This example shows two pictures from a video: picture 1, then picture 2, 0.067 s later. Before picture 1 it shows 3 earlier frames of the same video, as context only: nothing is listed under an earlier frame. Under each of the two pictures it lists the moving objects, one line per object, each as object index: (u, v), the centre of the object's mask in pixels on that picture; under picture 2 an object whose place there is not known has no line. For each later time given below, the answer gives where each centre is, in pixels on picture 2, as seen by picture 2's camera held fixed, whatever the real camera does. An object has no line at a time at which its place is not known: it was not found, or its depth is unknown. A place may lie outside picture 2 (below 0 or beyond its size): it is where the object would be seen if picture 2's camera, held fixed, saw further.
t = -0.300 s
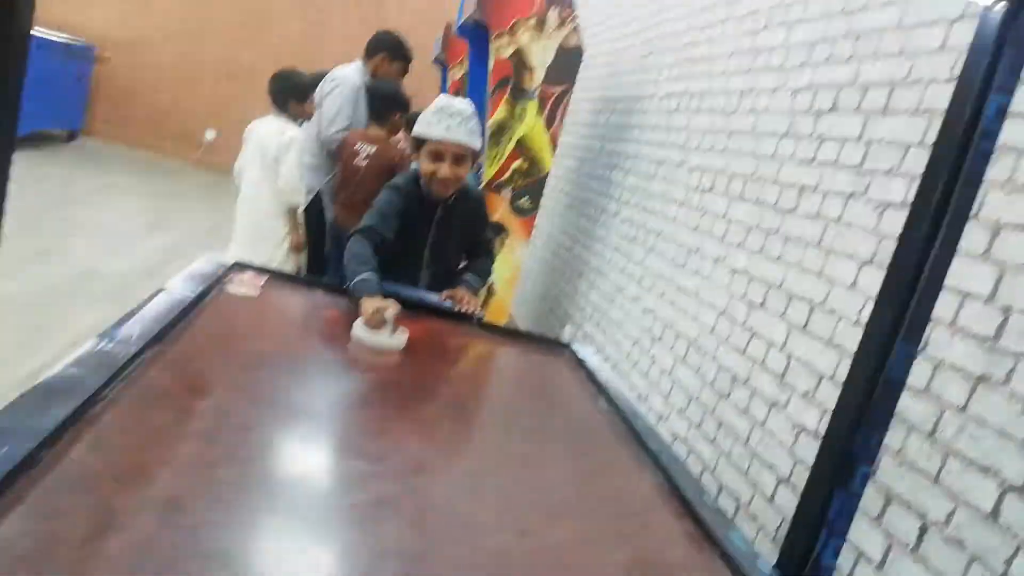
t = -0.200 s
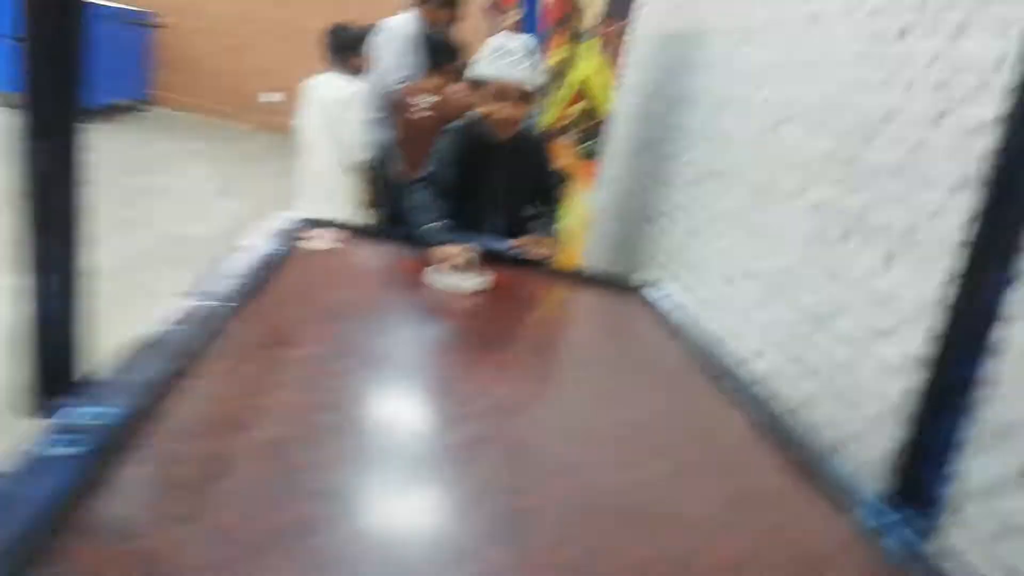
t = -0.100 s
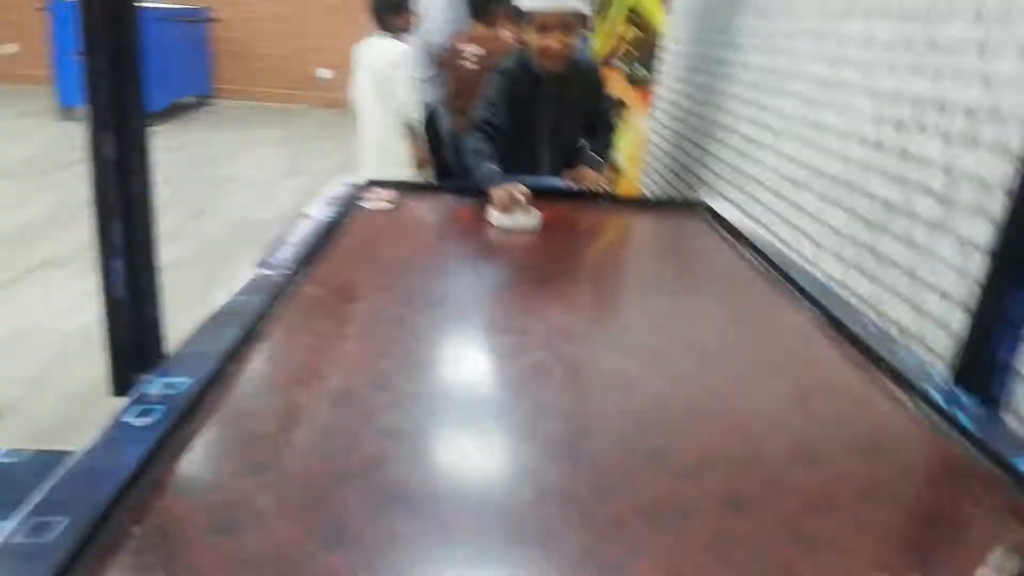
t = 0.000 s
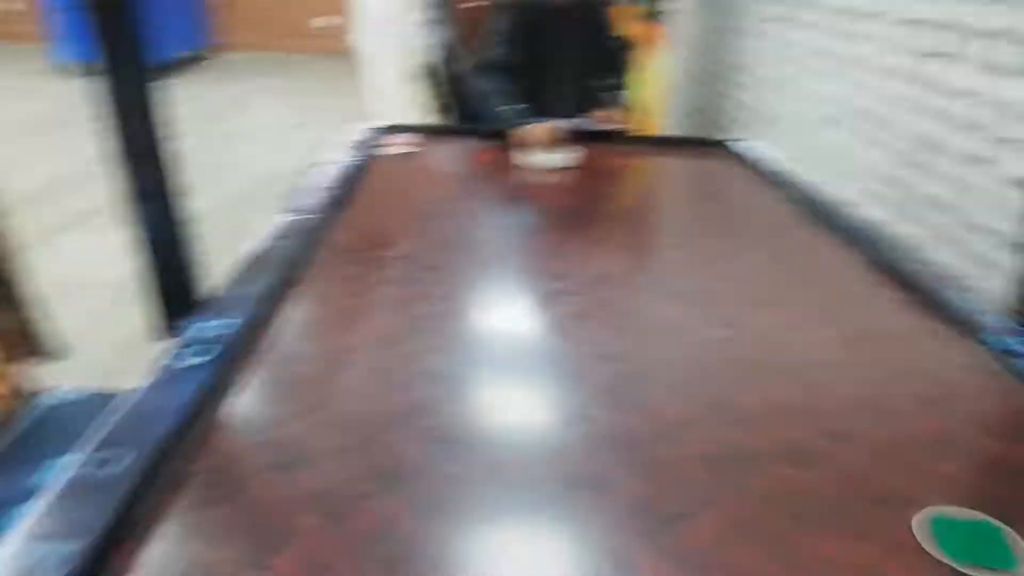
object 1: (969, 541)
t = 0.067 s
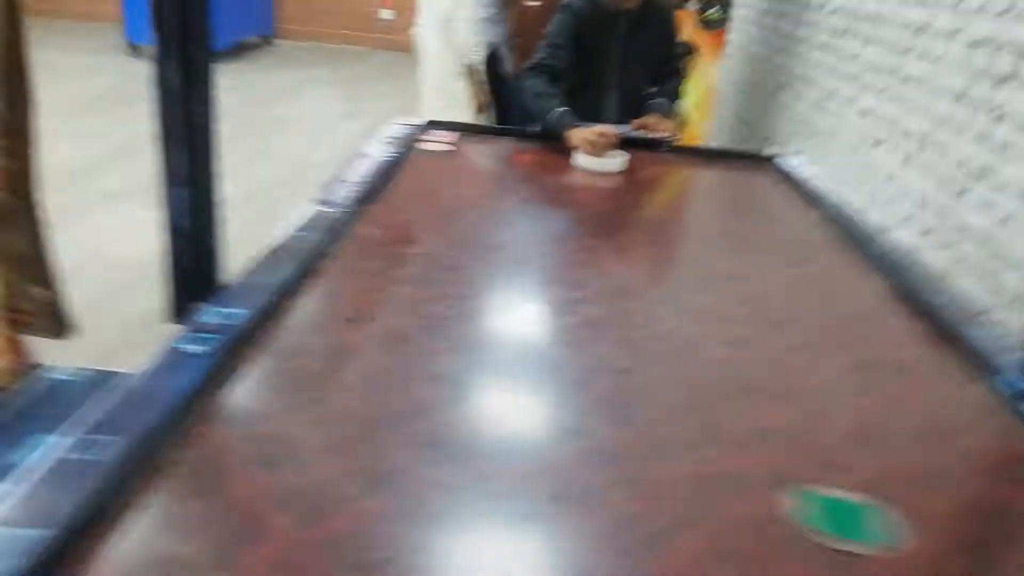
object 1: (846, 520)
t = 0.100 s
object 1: (799, 491)
